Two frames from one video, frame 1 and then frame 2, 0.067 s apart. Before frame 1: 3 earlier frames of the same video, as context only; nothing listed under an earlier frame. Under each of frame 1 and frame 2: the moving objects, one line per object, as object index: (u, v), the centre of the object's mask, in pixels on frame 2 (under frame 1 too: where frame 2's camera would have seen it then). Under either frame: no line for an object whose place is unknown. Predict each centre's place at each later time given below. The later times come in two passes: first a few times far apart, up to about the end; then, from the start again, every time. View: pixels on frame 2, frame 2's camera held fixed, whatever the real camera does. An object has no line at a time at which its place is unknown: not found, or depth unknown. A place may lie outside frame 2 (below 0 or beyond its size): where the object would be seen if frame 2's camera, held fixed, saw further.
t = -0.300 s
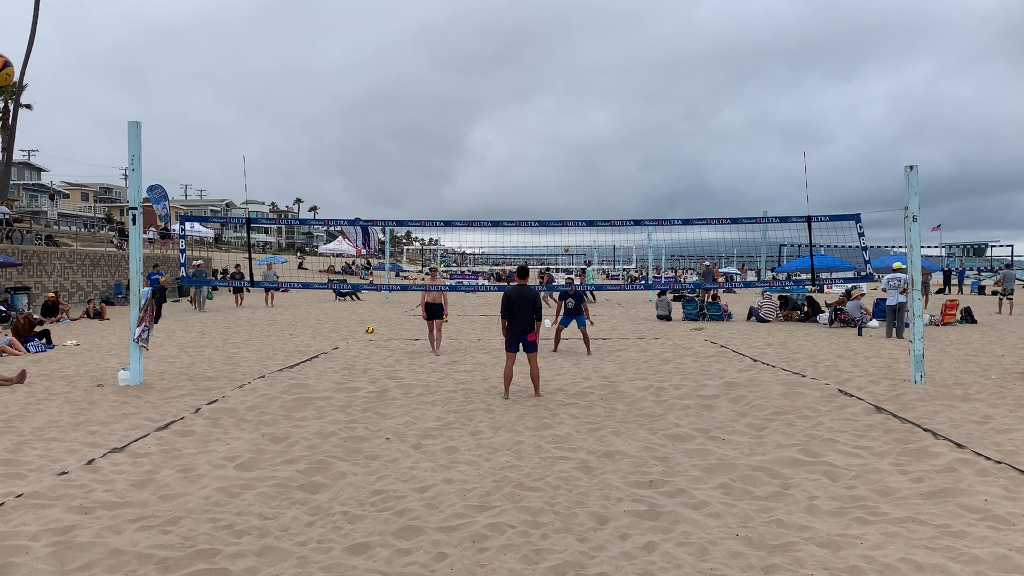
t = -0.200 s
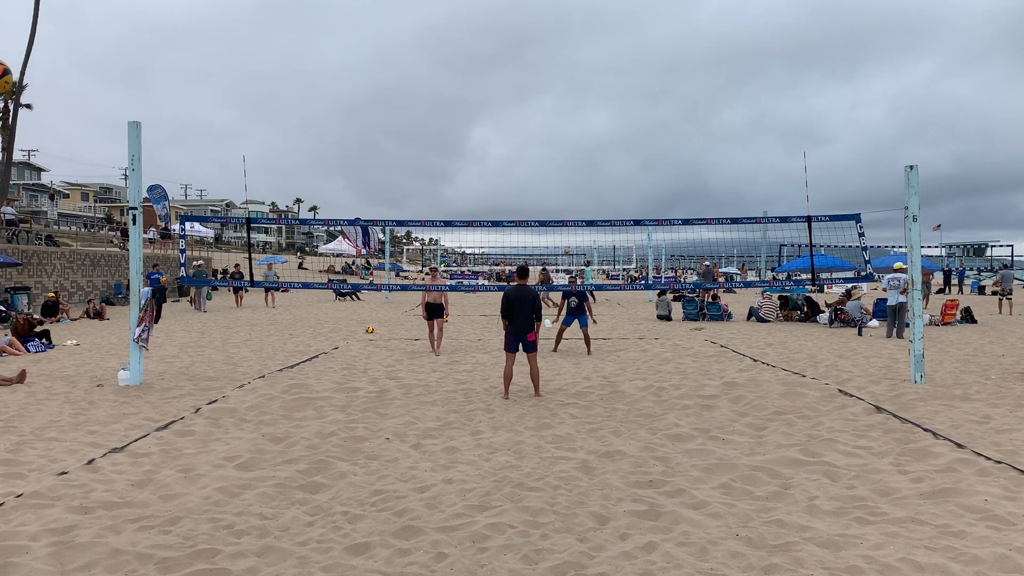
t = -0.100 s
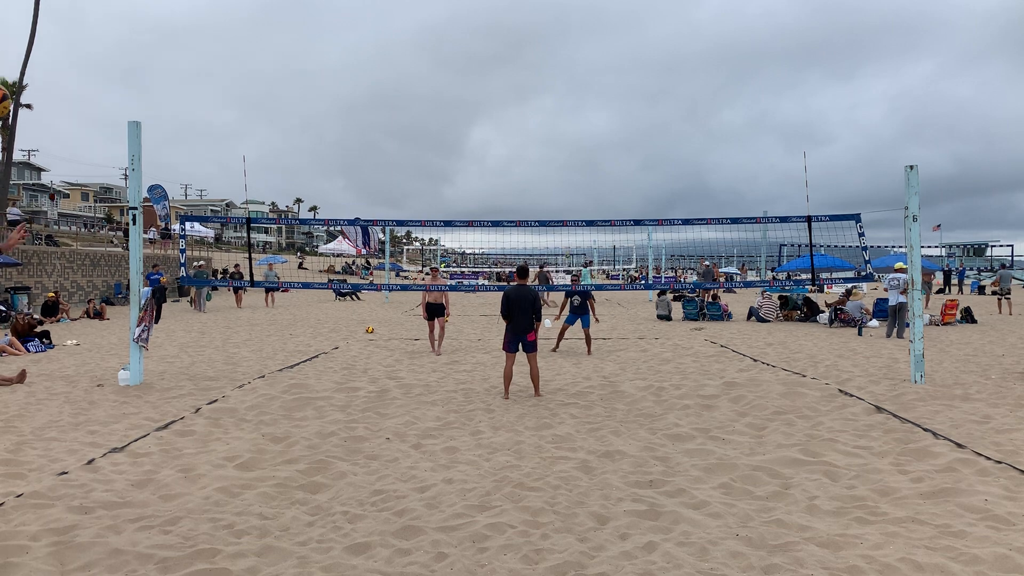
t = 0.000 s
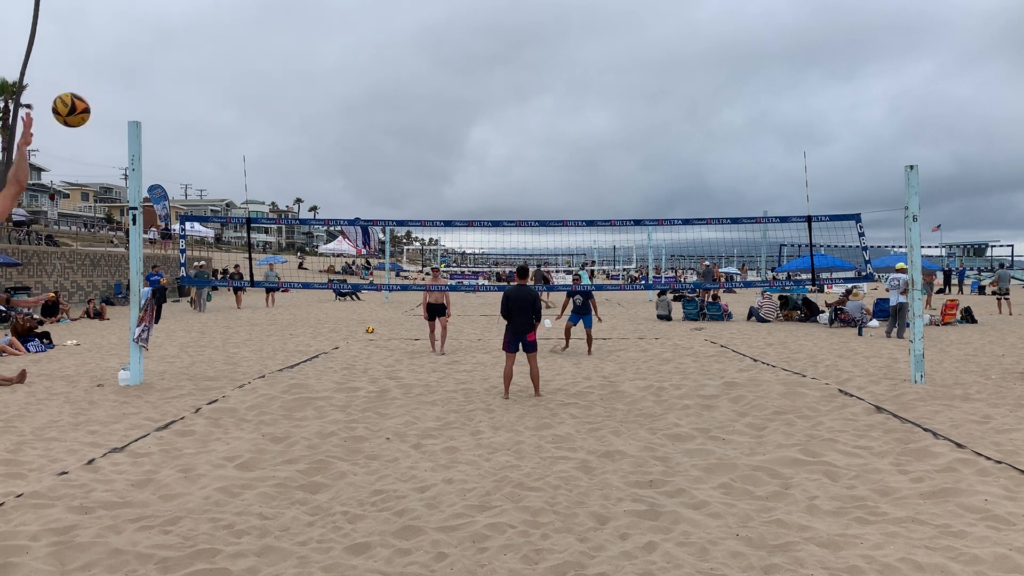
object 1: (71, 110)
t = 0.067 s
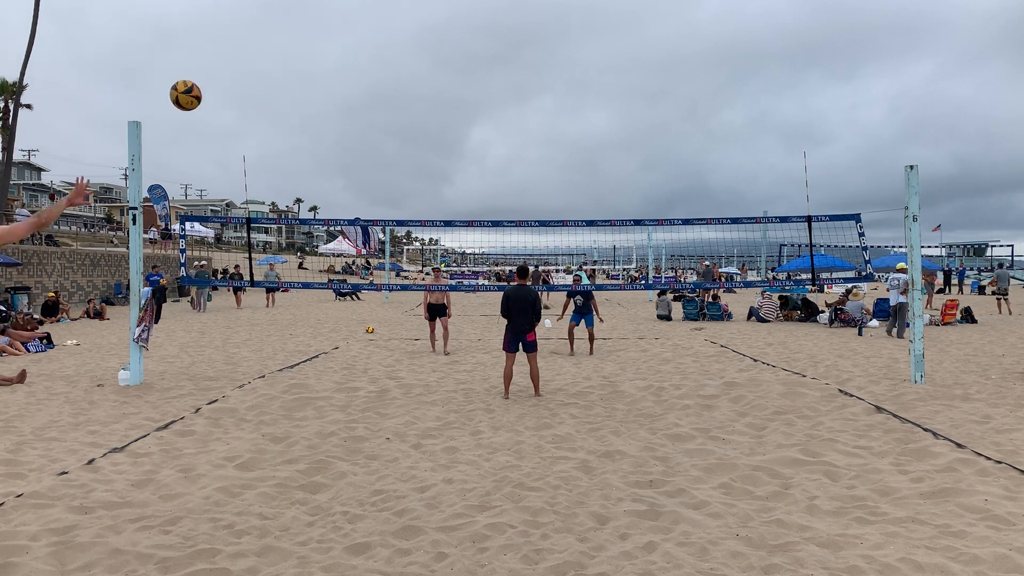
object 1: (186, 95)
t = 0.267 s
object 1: (397, 98)
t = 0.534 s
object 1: (538, 153)
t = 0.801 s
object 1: (614, 232)
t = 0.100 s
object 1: (232, 91)
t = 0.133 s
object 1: (273, 90)
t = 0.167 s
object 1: (309, 90)
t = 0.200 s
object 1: (342, 91)
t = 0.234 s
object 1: (371, 94)
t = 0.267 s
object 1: (397, 98)
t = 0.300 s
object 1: (421, 103)
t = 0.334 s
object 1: (442, 108)
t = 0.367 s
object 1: (462, 114)
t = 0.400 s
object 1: (480, 121)
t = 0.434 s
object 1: (496, 128)
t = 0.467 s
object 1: (511, 136)
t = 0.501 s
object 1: (525, 144)
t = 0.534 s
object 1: (538, 153)
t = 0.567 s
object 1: (550, 162)
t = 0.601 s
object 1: (561, 171)
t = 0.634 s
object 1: (571, 180)
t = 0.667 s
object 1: (581, 190)
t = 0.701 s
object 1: (590, 200)
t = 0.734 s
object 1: (598, 210)
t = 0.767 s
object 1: (606, 217)
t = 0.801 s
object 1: (614, 232)
